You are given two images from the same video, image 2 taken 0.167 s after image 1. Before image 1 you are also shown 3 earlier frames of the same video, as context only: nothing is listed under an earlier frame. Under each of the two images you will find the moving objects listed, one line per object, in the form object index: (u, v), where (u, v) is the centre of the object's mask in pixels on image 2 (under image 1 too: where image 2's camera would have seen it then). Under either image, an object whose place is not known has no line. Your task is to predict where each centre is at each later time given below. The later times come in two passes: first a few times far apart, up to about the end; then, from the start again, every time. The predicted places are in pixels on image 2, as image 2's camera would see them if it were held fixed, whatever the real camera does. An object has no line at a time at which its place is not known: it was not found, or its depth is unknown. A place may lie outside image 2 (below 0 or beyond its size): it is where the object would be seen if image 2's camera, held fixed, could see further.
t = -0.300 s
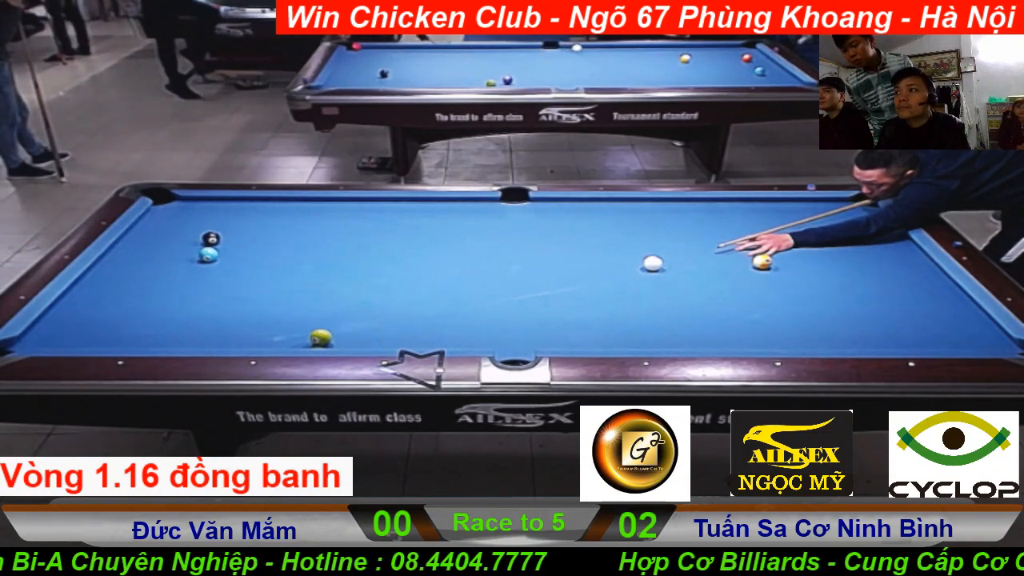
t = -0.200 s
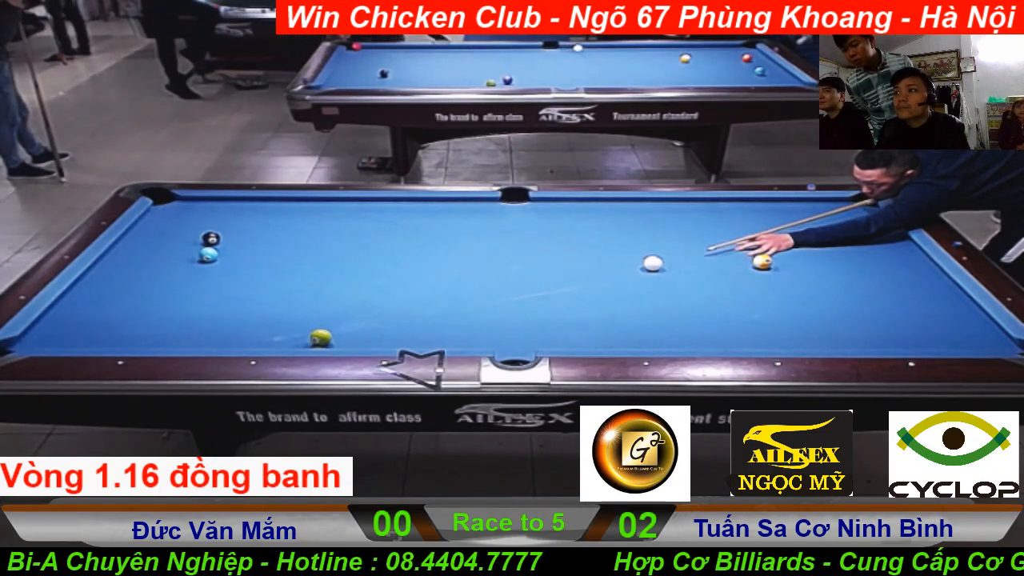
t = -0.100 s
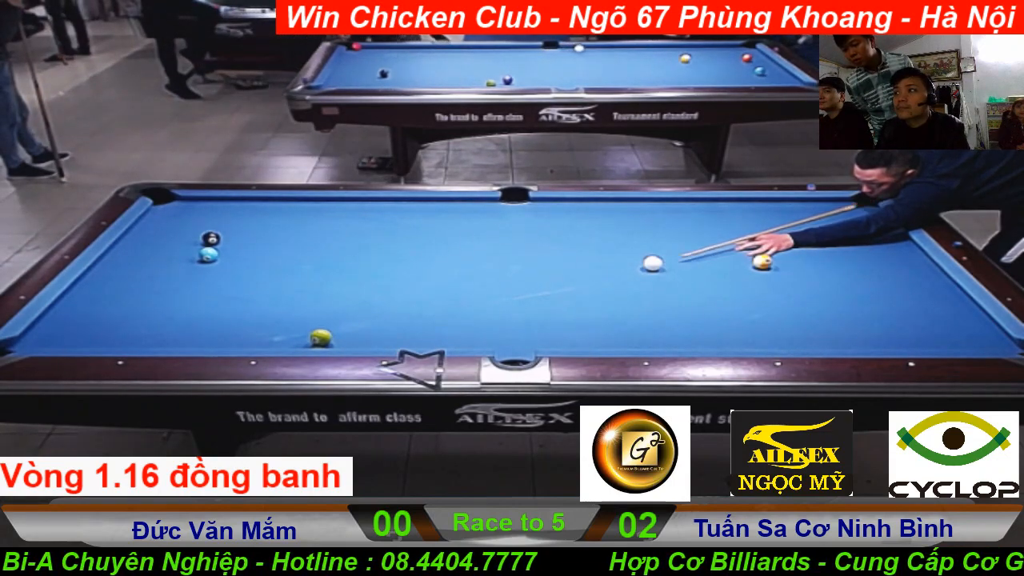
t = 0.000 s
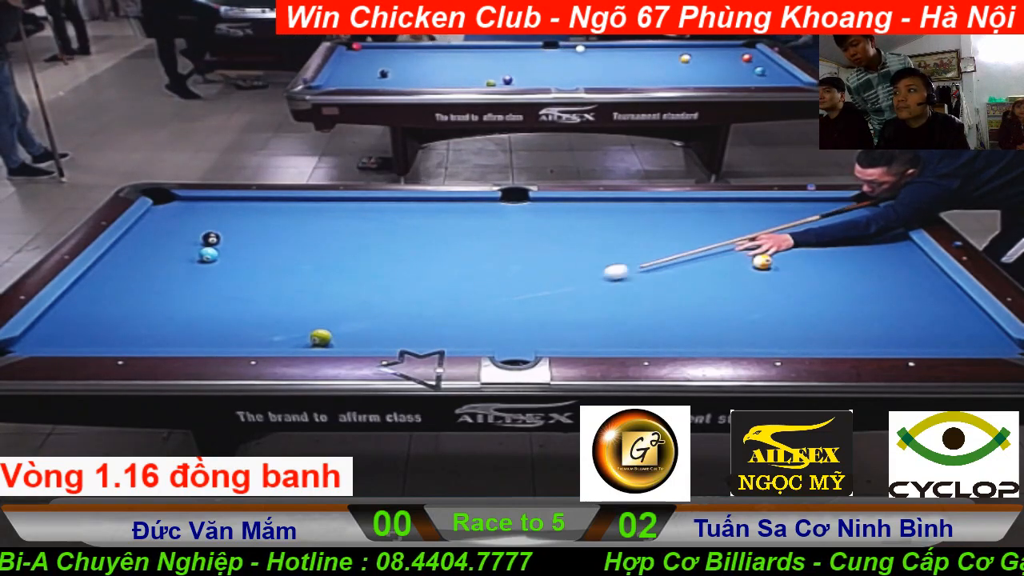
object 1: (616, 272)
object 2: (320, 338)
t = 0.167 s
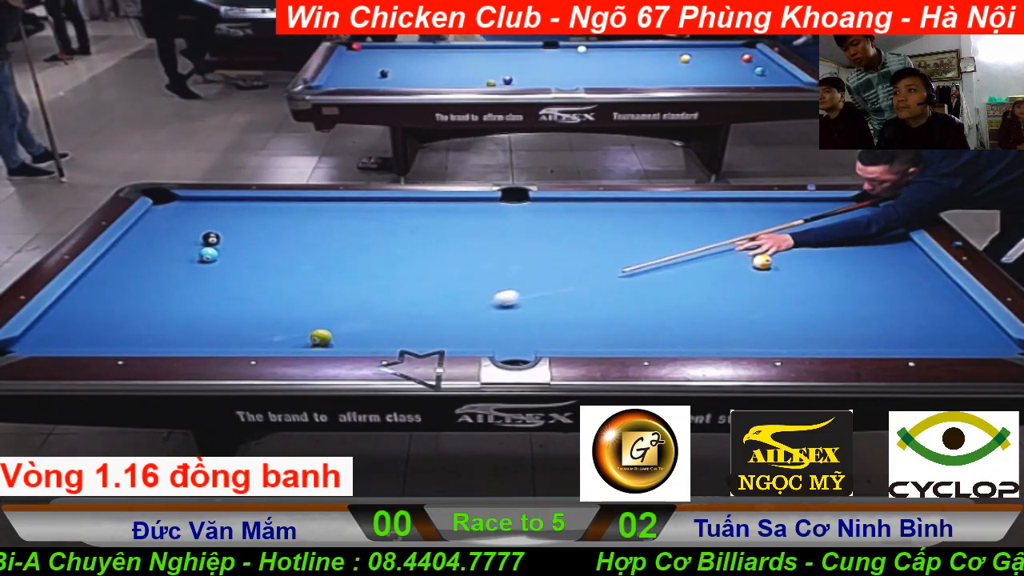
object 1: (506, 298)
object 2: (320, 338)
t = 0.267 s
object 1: (446, 313)
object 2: (320, 338)
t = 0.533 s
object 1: (338, 342)
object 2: (272, 339)
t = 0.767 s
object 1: (337, 330)
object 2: (179, 341)
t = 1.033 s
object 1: (333, 317)
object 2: (85, 343)
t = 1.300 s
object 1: (330, 304)
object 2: (10, 346)
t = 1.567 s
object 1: (327, 293)
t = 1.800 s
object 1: (325, 285)
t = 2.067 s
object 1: (324, 276)
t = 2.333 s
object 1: (323, 269)
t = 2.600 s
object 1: (321, 262)
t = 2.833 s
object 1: (321, 257)
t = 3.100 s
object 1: (320, 252)
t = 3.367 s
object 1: (320, 248)
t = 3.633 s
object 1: (320, 244)
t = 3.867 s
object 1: (319, 242)
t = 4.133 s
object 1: (319, 240)
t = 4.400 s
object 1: (319, 239)
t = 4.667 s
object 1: (320, 238)
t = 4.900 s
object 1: (320, 238)
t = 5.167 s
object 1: (320, 238)
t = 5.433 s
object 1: (320, 238)
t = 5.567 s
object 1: (320, 238)
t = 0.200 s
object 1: (485, 303)
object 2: (320, 337)
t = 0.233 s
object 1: (465, 308)
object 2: (320, 338)
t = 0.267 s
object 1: (446, 313)
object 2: (320, 338)
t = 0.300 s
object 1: (426, 318)
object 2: (320, 338)
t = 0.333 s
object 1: (407, 322)
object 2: (320, 338)
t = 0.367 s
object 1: (387, 327)
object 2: (320, 338)
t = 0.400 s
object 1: (367, 332)
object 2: (320, 338)
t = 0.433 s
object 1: (347, 337)
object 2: (320, 338)
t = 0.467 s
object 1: (341, 339)
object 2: (306, 338)
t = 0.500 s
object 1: (339, 342)
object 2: (288, 338)
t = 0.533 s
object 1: (338, 342)
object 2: (272, 339)
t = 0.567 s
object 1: (339, 340)
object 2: (256, 339)
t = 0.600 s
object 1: (339, 339)
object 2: (241, 340)
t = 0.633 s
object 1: (339, 338)
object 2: (228, 340)
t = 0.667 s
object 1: (338, 336)
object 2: (215, 340)
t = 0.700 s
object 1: (338, 334)
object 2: (203, 340)
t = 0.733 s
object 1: (337, 332)
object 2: (191, 341)
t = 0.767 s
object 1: (337, 330)
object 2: (179, 341)
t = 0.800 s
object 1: (337, 329)
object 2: (167, 341)
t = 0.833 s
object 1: (336, 327)
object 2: (155, 341)
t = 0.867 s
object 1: (335, 325)
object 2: (143, 341)
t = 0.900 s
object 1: (335, 323)
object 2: (131, 342)
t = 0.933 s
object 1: (334, 322)
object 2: (120, 342)
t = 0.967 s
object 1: (334, 320)
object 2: (108, 342)
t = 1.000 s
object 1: (334, 318)
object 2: (96, 342)
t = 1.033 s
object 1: (333, 317)
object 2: (85, 343)
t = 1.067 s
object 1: (333, 315)
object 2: (74, 343)
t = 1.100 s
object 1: (332, 313)
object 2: (63, 343)
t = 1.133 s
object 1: (332, 312)
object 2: (53, 343)
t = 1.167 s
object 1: (331, 310)
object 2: (43, 342)
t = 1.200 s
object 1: (331, 309)
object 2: (32, 343)
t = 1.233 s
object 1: (330, 307)
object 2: (22, 343)
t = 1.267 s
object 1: (330, 306)
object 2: (12, 344)
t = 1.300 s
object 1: (330, 304)
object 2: (10, 346)
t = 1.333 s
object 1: (329, 303)
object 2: (8, 351)
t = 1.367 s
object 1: (329, 301)
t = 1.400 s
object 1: (328, 300)
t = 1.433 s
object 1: (328, 299)
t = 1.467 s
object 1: (328, 297)
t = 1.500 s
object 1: (328, 296)
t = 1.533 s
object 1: (327, 295)
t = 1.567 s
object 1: (327, 293)
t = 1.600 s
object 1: (327, 292)
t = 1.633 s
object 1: (326, 291)
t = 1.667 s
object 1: (326, 290)
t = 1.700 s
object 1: (326, 288)
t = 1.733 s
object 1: (326, 287)
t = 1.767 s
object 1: (325, 286)
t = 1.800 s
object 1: (325, 285)
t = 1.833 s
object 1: (325, 284)
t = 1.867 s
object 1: (325, 283)
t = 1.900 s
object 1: (324, 281)
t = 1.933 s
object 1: (324, 280)
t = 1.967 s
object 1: (324, 279)
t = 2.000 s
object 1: (324, 278)
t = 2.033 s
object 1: (324, 277)
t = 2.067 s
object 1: (324, 276)
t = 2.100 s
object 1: (323, 275)
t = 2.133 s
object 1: (323, 274)
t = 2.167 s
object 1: (323, 273)
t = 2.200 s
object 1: (323, 272)
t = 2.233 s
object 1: (323, 271)
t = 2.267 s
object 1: (323, 270)
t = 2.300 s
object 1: (323, 270)
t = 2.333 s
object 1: (323, 269)
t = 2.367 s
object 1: (322, 268)
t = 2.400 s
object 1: (322, 267)
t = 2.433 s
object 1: (322, 266)
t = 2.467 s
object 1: (322, 265)
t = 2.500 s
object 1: (322, 264)
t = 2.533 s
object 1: (322, 263)
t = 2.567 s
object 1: (322, 263)
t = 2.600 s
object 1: (321, 262)
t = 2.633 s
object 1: (321, 261)
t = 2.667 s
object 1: (321, 261)
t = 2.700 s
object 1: (321, 260)
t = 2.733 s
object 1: (321, 259)
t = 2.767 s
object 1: (321, 258)
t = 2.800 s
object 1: (321, 258)
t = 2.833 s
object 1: (321, 257)
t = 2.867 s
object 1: (321, 256)
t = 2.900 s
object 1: (321, 256)
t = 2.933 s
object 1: (321, 255)
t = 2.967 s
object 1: (321, 254)
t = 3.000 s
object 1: (320, 254)
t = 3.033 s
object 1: (320, 253)
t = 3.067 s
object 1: (320, 253)
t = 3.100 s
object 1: (320, 252)
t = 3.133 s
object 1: (320, 252)
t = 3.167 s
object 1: (320, 251)
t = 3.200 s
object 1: (320, 250)
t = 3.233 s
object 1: (320, 250)
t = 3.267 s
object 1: (320, 249)
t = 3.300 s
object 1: (320, 249)
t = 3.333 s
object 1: (320, 248)
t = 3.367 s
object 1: (320, 248)
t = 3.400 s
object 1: (320, 247)
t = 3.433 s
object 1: (320, 247)
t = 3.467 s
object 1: (320, 247)
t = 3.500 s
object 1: (320, 246)
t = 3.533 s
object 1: (320, 246)
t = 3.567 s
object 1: (320, 245)
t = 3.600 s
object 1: (320, 245)
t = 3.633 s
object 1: (320, 244)
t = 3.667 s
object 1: (320, 244)
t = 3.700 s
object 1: (320, 244)
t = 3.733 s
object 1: (320, 244)
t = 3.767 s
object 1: (320, 243)
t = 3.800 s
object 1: (319, 243)
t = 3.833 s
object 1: (319, 243)
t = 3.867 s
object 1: (319, 242)
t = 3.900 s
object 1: (319, 242)
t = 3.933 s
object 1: (319, 242)
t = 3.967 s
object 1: (319, 241)
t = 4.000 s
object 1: (319, 241)
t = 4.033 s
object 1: (319, 241)
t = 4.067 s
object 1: (319, 241)
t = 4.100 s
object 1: (319, 240)
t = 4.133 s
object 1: (319, 240)
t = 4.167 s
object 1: (319, 240)
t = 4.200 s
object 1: (319, 240)
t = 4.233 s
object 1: (319, 240)
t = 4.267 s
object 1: (319, 240)
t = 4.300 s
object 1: (319, 239)
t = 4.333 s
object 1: (319, 239)
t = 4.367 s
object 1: (319, 239)
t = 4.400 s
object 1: (319, 239)
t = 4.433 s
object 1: (319, 239)
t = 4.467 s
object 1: (319, 239)
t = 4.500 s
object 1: (319, 239)
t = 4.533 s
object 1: (319, 239)
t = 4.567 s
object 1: (320, 239)
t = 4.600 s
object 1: (320, 239)
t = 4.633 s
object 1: (320, 239)
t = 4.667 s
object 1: (320, 238)
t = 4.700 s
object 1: (320, 238)
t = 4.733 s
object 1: (320, 238)
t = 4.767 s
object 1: (320, 238)
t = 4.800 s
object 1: (320, 238)
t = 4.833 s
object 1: (320, 238)
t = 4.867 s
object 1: (320, 238)
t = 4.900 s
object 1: (320, 238)
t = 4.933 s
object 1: (320, 238)
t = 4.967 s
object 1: (320, 238)
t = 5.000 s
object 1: (320, 238)
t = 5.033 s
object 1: (320, 238)
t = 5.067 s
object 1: (320, 238)
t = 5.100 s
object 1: (320, 238)
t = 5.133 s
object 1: (320, 238)
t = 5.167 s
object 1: (320, 238)
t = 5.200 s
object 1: (320, 238)
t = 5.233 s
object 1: (320, 238)
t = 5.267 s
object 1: (320, 238)
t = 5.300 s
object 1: (320, 238)
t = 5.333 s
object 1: (320, 238)
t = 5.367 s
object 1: (320, 238)
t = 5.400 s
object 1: (320, 238)
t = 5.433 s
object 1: (320, 238)
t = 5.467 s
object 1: (320, 238)
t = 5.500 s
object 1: (320, 238)
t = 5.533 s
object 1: (320, 238)
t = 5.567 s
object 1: (320, 238)
